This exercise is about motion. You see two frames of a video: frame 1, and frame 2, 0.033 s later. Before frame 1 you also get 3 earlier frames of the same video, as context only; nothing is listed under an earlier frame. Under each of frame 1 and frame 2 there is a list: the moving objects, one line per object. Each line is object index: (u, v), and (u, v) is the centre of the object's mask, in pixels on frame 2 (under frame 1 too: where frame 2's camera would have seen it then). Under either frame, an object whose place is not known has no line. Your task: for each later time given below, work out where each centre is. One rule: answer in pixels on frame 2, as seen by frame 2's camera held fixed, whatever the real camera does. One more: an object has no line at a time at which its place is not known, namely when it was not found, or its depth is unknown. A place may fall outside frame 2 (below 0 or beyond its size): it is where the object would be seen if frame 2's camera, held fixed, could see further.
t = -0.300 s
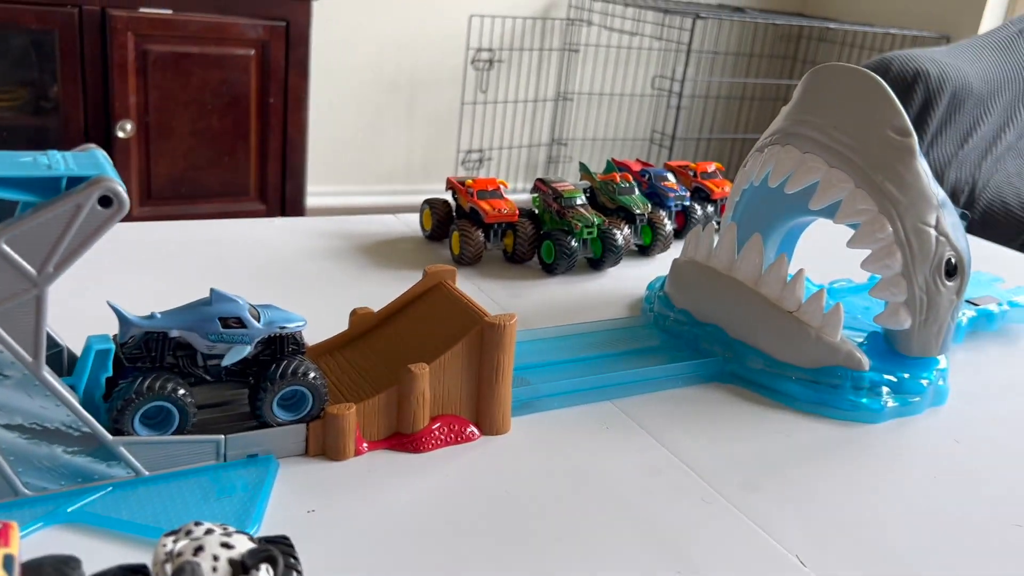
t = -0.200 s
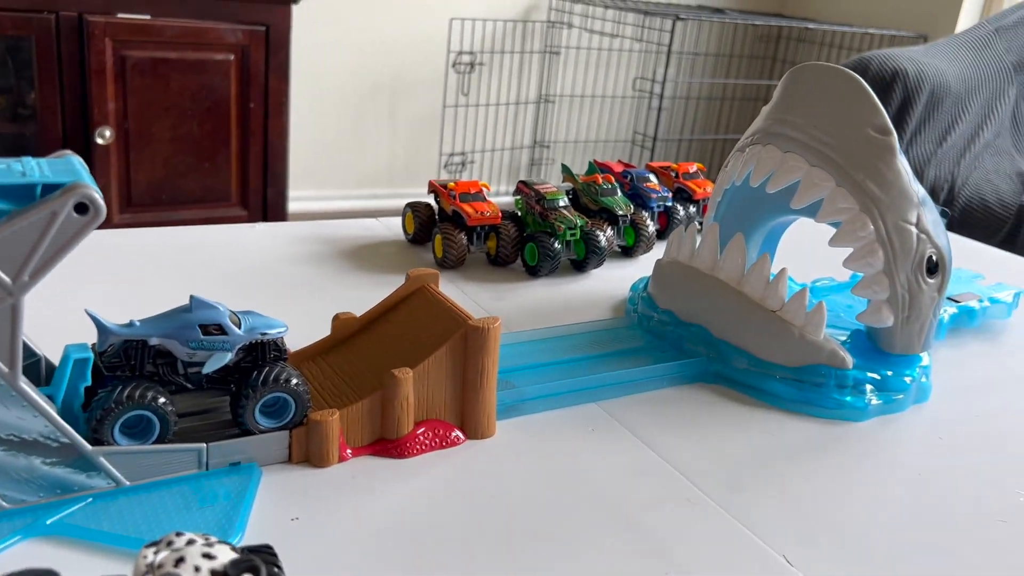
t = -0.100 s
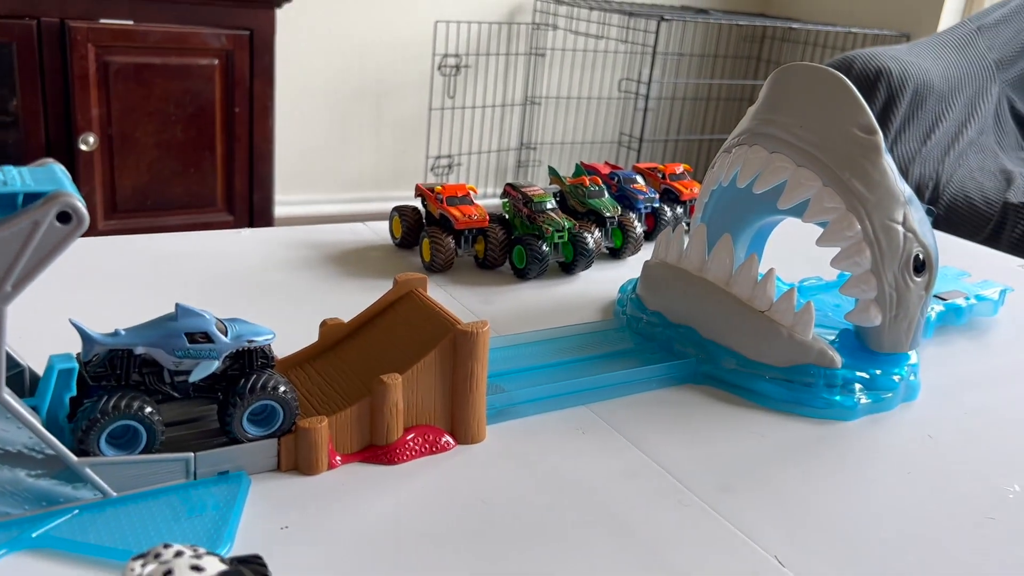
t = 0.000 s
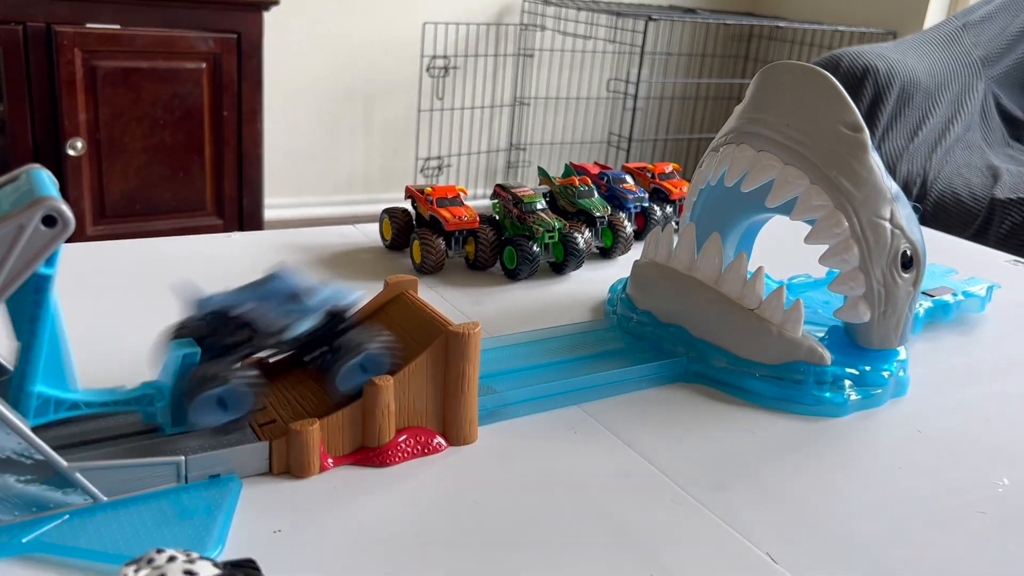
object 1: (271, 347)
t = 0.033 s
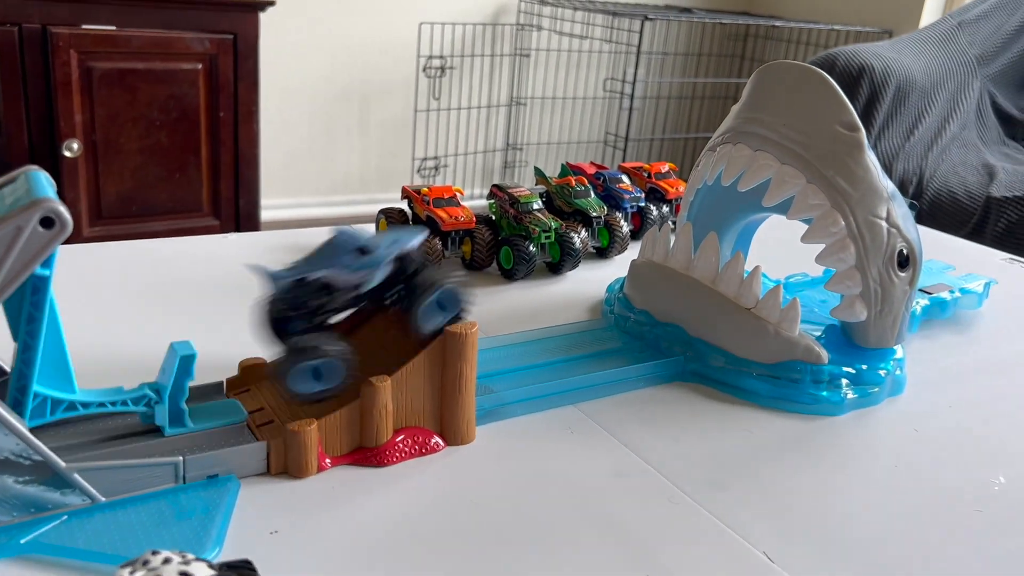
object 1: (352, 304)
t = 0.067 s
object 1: (422, 269)
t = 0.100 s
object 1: (469, 236)
